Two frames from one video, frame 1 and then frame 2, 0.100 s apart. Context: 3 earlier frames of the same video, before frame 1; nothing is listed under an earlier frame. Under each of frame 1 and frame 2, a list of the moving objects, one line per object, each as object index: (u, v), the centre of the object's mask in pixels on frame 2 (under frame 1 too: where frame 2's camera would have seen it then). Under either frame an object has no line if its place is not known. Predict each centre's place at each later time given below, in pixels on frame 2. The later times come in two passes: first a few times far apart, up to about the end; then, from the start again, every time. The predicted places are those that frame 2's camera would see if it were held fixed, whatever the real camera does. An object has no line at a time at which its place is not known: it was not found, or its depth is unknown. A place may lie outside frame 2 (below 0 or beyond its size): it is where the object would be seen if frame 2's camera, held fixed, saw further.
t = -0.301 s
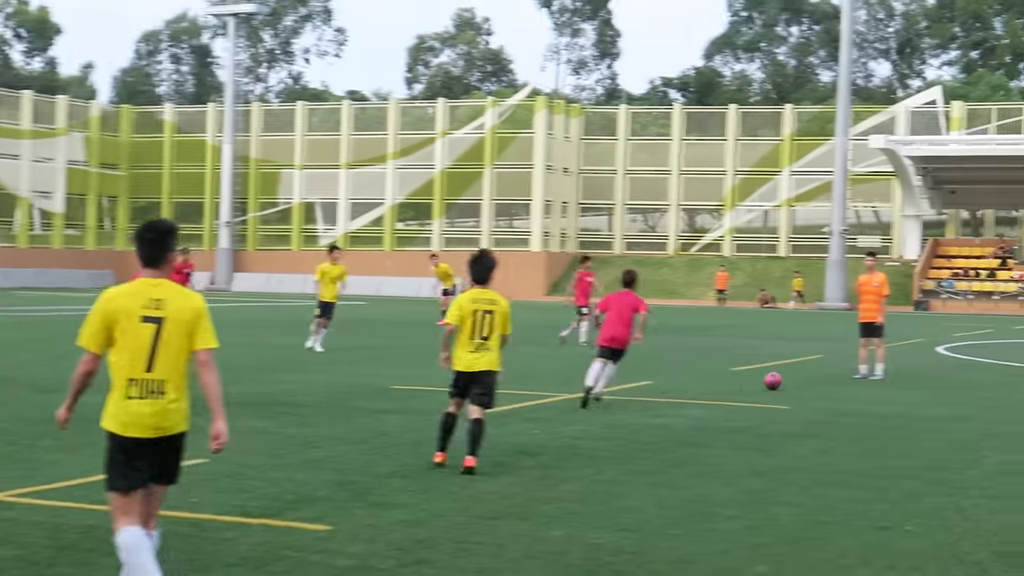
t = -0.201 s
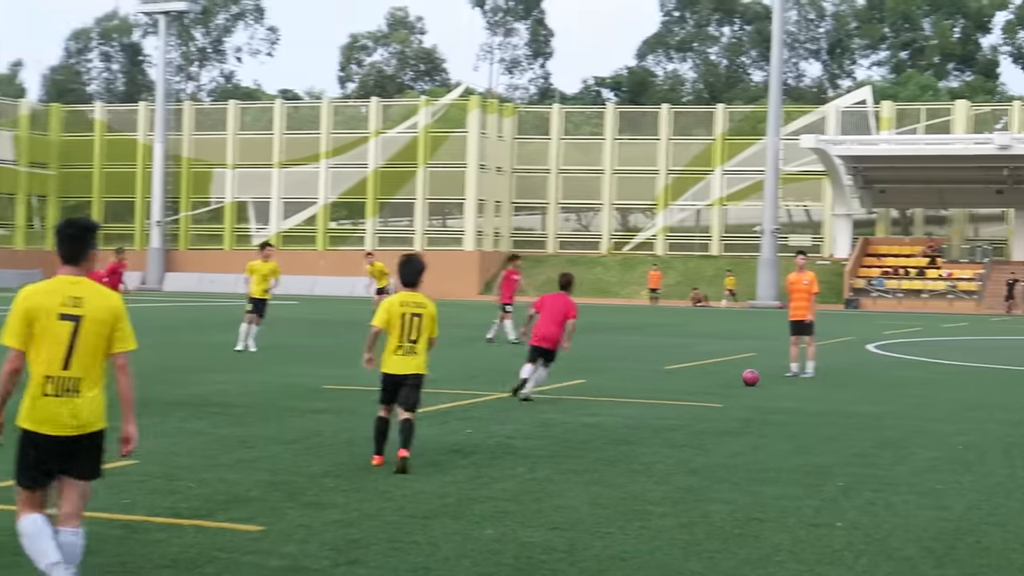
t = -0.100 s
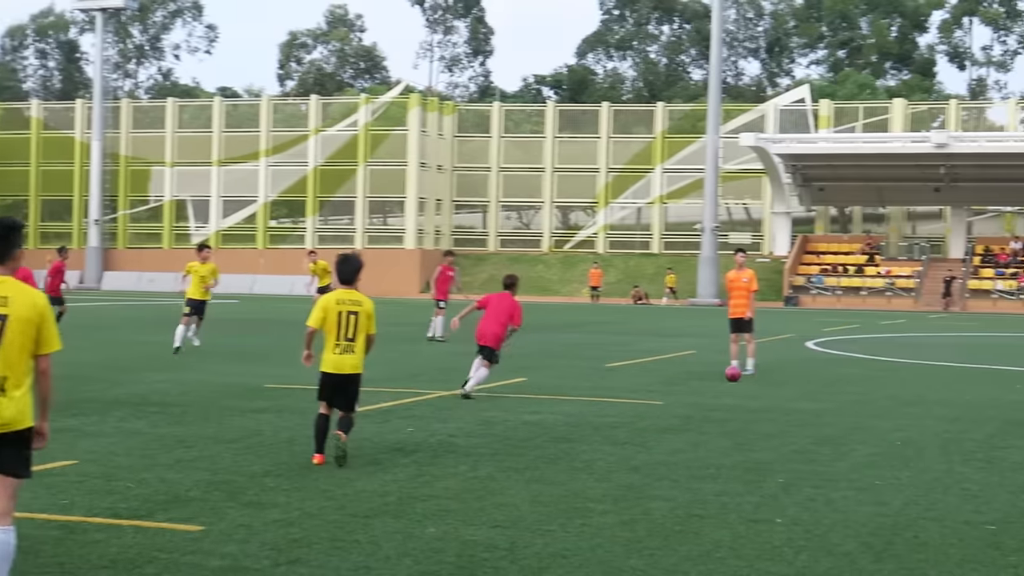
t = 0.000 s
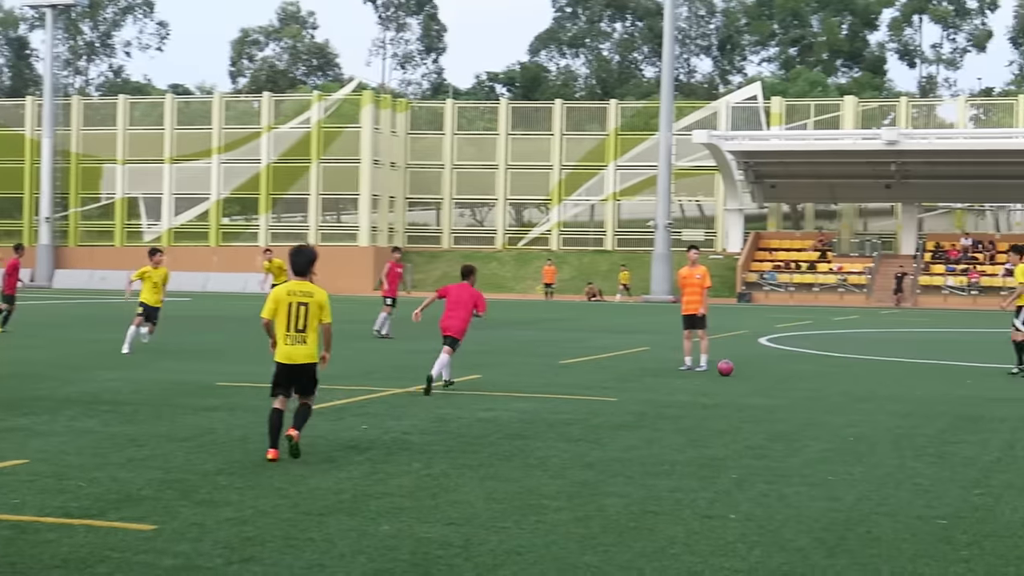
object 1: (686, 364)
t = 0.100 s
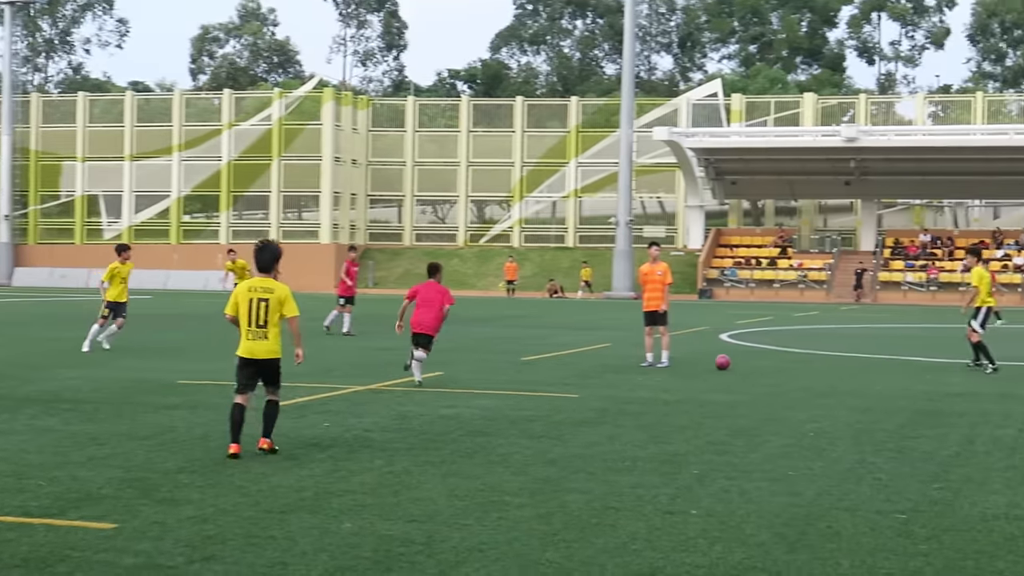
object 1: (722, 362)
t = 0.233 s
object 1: (767, 359)
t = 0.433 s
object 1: (827, 357)
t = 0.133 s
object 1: (734, 362)
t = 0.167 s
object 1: (745, 361)
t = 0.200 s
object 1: (756, 359)
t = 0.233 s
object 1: (767, 359)
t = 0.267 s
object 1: (777, 359)
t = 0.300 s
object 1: (787, 359)
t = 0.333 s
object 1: (797, 357)
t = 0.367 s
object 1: (807, 357)
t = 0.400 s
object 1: (817, 357)
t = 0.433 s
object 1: (827, 357)
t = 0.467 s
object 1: (836, 356)
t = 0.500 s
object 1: (845, 356)
